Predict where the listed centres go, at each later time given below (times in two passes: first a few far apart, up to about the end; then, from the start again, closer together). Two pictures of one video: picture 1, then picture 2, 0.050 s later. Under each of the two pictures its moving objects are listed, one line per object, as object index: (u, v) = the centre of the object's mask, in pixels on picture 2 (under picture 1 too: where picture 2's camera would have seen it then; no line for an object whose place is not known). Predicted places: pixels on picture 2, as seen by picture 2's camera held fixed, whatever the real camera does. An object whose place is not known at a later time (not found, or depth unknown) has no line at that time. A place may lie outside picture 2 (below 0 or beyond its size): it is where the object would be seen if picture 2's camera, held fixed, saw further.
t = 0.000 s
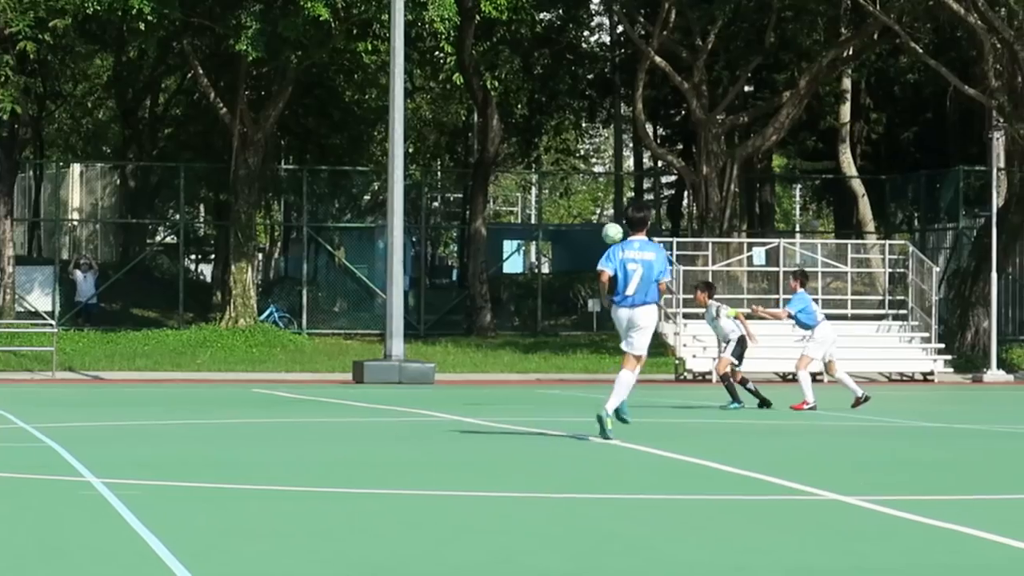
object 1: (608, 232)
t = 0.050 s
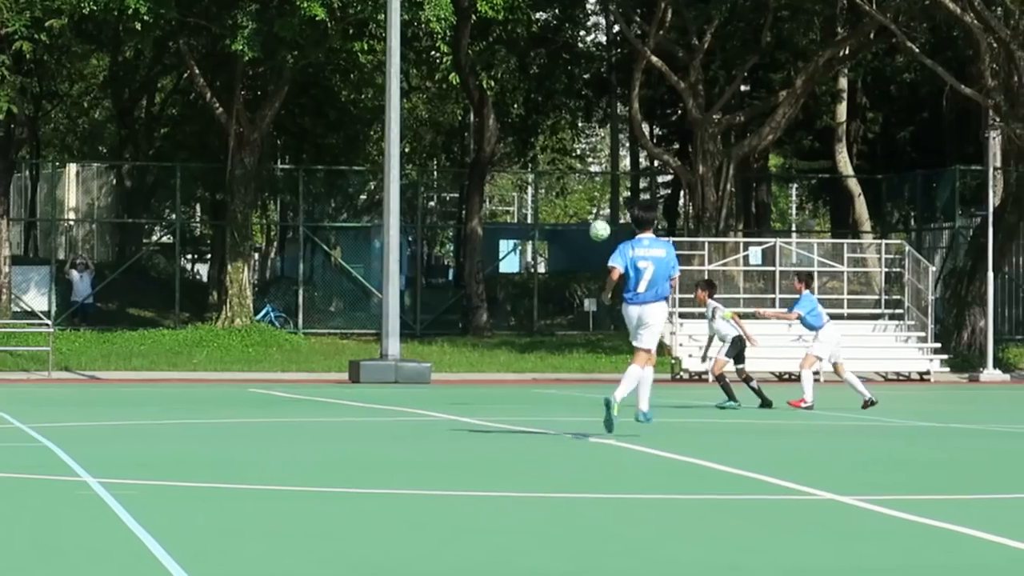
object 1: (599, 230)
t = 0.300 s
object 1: (555, 254)
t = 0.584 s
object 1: (507, 348)
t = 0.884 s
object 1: (479, 320)
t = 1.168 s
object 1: (463, 279)
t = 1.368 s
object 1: (451, 295)
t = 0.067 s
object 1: (596, 230)
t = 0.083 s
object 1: (593, 230)
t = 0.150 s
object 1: (581, 233)
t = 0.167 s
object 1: (578, 234)
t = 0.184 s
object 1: (576, 235)
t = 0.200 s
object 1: (573, 237)
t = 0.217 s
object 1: (570, 239)
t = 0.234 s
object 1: (567, 242)
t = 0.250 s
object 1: (564, 244)
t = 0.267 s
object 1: (561, 247)
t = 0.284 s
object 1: (558, 250)
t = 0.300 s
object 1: (555, 254)
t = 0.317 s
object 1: (553, 257)
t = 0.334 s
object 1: (550, 261)
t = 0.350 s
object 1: (546, 265)
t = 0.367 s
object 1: (543, 269)
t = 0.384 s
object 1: (541, 274)
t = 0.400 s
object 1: (538, 279)
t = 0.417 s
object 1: (535, 284)
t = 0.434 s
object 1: (532, 290)
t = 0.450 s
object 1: (529, 296)
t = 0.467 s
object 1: (526, 302)
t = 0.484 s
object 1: (523, 308)
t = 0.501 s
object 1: (520, 314)
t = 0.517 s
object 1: (518, 321)
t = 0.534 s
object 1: (515, 328)
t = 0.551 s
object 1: (512, 334)
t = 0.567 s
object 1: (510, 341)
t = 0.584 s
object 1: (507, 348)
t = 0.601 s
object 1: (505, 356)
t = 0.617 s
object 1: (502, 364)
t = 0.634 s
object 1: (499, 373)
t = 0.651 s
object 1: (496, 382)
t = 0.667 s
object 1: (493, 391)
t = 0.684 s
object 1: (491, 393)
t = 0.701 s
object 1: (490, 386)
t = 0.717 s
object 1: (489, 379)
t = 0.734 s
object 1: (488, 372)
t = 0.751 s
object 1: (488, 365)
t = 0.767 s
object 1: (487, 357)
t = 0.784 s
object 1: (486, 351)
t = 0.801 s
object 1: (484, 345)
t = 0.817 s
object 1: (483, 339)
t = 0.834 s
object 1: (482, 335)
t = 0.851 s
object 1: (481, 329)
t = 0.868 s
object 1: (480, 324)
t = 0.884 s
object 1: (479, 320)
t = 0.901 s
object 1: (478, 315)
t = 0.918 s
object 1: (477, 311)
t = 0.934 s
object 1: (476, 307)
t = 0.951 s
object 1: (476, 304)
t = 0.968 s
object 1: (475, 300)
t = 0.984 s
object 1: (474, 297)
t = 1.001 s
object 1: (473, 294)
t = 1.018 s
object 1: (472, 292)
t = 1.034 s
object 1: (471, 289)
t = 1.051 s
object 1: (470, 287)
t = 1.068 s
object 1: (469, 285)
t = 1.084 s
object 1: (468, 284)
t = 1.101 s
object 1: (467, 282)
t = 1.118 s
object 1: (466, 281)
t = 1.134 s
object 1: (465, 280)
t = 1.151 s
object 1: (464, 280)
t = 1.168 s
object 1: (463, 279)
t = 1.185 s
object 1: (462, 279)
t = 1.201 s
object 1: (461, 279)
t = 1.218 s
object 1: (460, 280)
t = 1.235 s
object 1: (459, 280)
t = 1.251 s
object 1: (458, 281)
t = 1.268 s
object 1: (457, 282)
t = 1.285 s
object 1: (456, 284)
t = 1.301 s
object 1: (455, 285)
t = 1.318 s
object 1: (455, 288)
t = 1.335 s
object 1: (454, 290)
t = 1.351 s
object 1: (452, 292)
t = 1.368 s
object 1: (451, 295)
